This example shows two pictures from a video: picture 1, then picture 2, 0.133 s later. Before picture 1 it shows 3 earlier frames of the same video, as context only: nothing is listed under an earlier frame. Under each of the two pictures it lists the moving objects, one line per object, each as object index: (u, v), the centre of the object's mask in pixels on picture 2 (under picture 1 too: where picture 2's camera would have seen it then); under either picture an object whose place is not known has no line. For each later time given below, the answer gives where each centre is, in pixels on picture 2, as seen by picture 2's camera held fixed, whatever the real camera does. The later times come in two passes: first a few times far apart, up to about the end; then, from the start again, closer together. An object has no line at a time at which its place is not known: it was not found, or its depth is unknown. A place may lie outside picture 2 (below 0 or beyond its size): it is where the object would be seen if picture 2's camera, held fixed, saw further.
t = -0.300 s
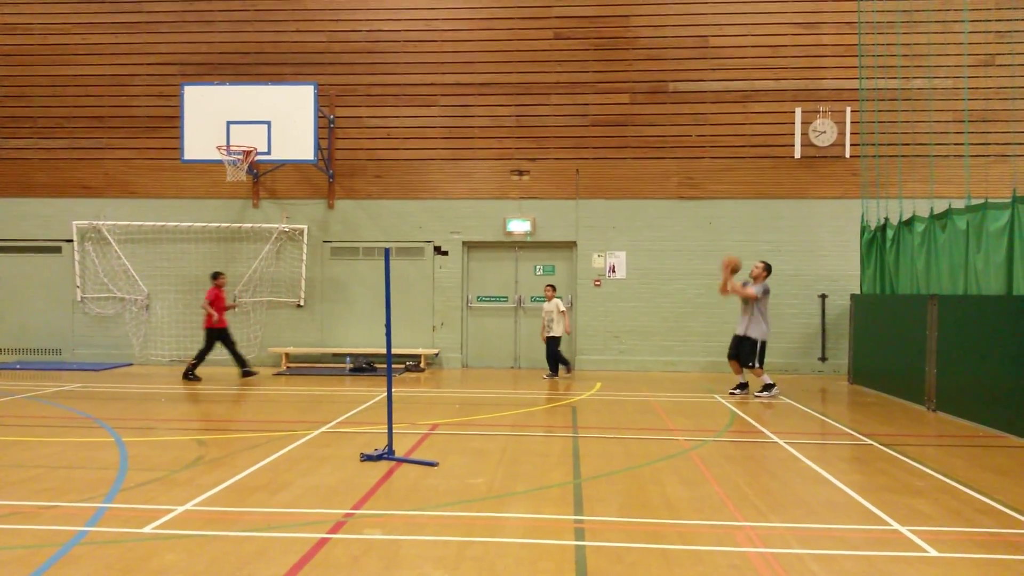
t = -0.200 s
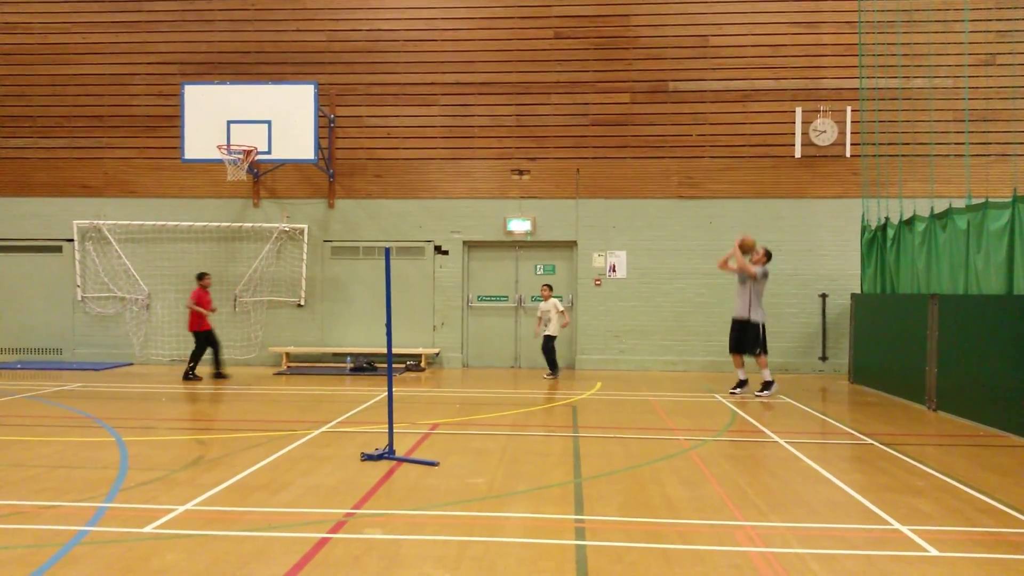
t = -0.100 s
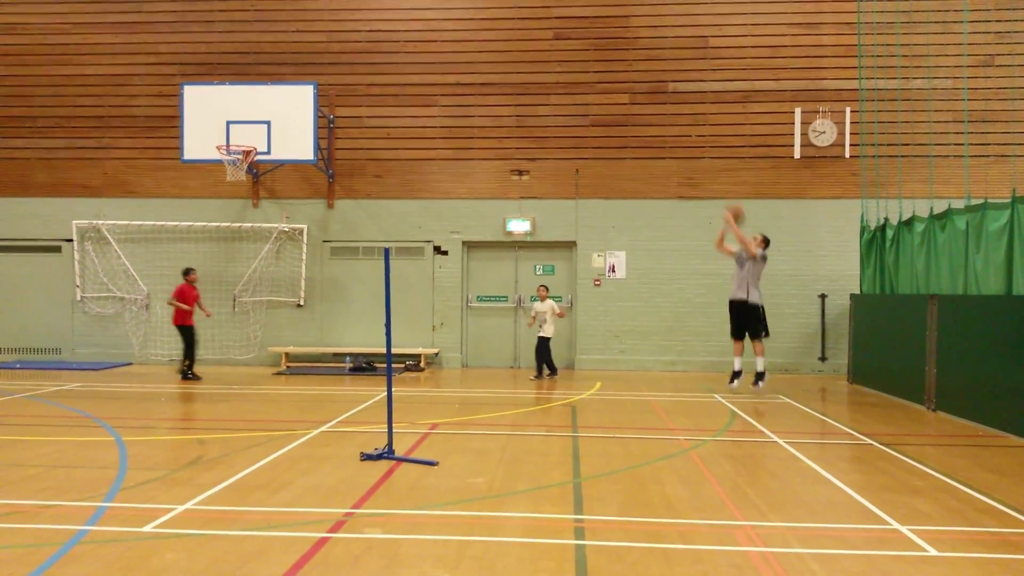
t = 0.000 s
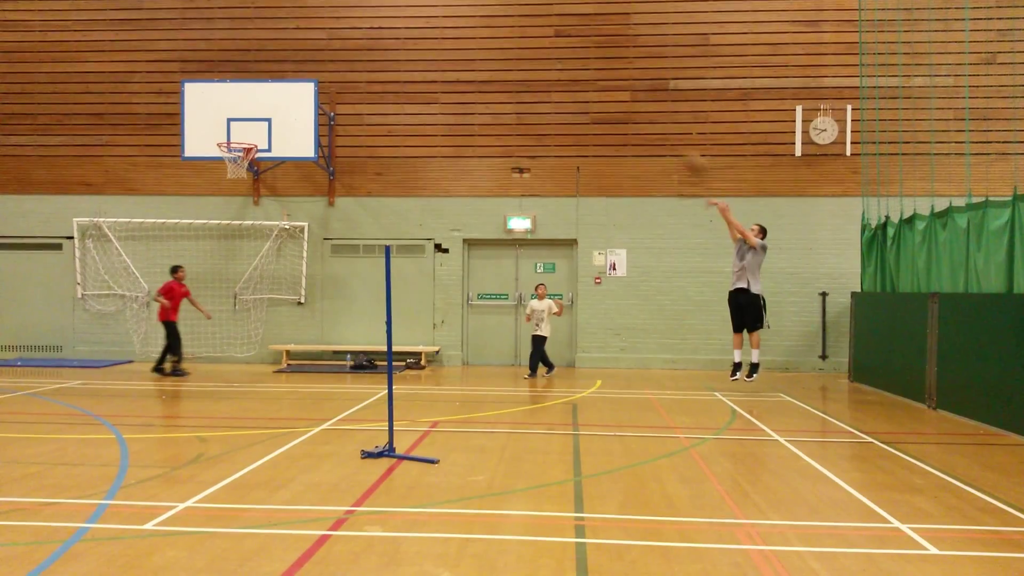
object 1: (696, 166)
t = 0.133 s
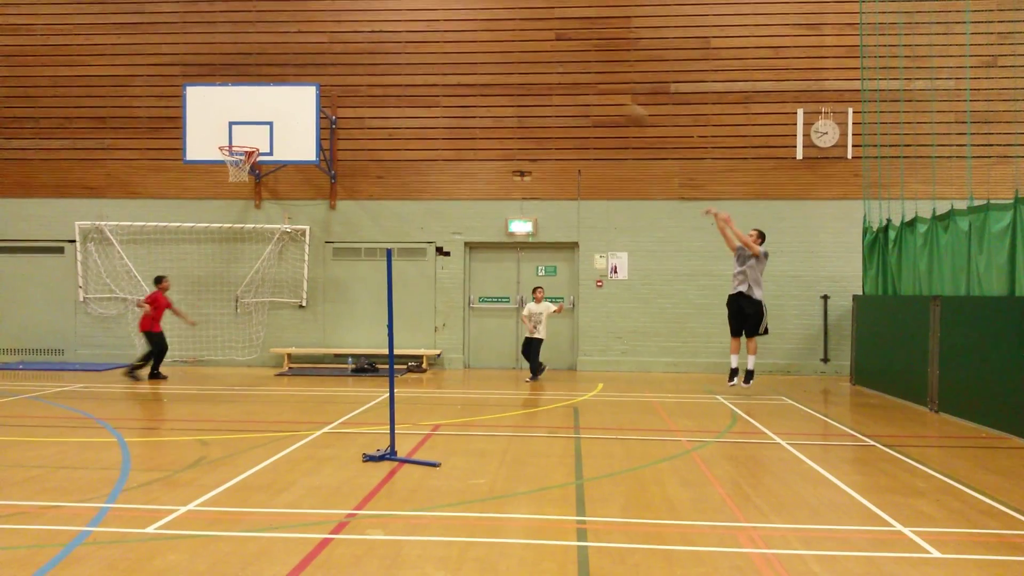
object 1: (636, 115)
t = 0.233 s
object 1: (590, 84)
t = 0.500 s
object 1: (473, 45)
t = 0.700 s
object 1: (389, 51)
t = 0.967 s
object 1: (276, 110)
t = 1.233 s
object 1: (226, 197)
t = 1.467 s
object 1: (227, 292)
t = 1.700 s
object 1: (240, 343)
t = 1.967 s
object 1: (282, 261)
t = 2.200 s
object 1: (317, 233)
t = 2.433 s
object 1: (349, 244)
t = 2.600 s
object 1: (371, 272)
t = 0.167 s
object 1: (621, 104)
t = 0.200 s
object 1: (605, 94)
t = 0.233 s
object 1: (590, 84)
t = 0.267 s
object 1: (576, 77)
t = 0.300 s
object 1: (561, 71)
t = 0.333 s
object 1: (547, 63)
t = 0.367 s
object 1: (531, 58)
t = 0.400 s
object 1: (517, 53)
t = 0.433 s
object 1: (502, 50)
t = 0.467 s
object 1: (488, 48)
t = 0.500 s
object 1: (473, 45)
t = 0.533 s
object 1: (459, 44)
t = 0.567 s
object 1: (445, 44)
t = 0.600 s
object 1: (431, 45)
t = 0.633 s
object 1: (418, 46)
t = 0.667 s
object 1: (404, 47)
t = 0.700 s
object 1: (389, 51)
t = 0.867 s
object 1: (321, 79)
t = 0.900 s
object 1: (305, 89)
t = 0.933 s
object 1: (291, 100)
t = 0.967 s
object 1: (276, 110)
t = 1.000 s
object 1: (262, 120)
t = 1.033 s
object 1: (250, 132)
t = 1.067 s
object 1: (236, 143)
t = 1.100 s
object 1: (226, 157)
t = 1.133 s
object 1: (226, 168)
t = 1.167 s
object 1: (225, 176)
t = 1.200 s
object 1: (225, 186)
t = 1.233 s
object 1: (226, 197)
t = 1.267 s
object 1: (226, 209)
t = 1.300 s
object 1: (227, 220)
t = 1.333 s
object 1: (227, 234)
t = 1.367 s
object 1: (227, 246)
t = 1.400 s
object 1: (228, 261)
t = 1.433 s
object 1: (228, 276)
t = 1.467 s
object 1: (227, 292)
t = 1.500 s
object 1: (228, 308)
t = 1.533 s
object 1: (228, 325)
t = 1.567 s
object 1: (227, 344)
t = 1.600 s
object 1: (226, 365)
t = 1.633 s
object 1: (228, 373)
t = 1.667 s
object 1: (234, 357)
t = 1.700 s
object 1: (240, 343)
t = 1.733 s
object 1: (245, 329)
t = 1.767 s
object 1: (250, 317)
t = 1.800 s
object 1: (256, 306)
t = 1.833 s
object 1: (261, 296)
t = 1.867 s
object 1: (267, 285)
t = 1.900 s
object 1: (272, 276)
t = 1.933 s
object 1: (277, 268)
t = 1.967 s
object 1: (282, 261)
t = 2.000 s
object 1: (287, 255)
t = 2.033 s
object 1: (292, 249)
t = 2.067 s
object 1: (296, 245)
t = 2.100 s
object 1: (301, 241)
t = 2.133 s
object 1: (307, 238)
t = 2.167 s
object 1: (311, 235)
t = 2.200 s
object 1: (317, 233)
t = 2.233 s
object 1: (321, 233)
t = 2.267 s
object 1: (326, 232)
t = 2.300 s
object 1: (330, 233)
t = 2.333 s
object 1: (335, 234)
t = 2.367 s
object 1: (340, 236)
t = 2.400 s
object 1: (344, 239)
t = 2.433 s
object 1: (349, 244)
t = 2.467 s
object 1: (353, 248)
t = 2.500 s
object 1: (358, 253)
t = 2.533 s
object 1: (362, 258)
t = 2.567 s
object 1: (367, 265)
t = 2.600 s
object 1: (371, 272)
